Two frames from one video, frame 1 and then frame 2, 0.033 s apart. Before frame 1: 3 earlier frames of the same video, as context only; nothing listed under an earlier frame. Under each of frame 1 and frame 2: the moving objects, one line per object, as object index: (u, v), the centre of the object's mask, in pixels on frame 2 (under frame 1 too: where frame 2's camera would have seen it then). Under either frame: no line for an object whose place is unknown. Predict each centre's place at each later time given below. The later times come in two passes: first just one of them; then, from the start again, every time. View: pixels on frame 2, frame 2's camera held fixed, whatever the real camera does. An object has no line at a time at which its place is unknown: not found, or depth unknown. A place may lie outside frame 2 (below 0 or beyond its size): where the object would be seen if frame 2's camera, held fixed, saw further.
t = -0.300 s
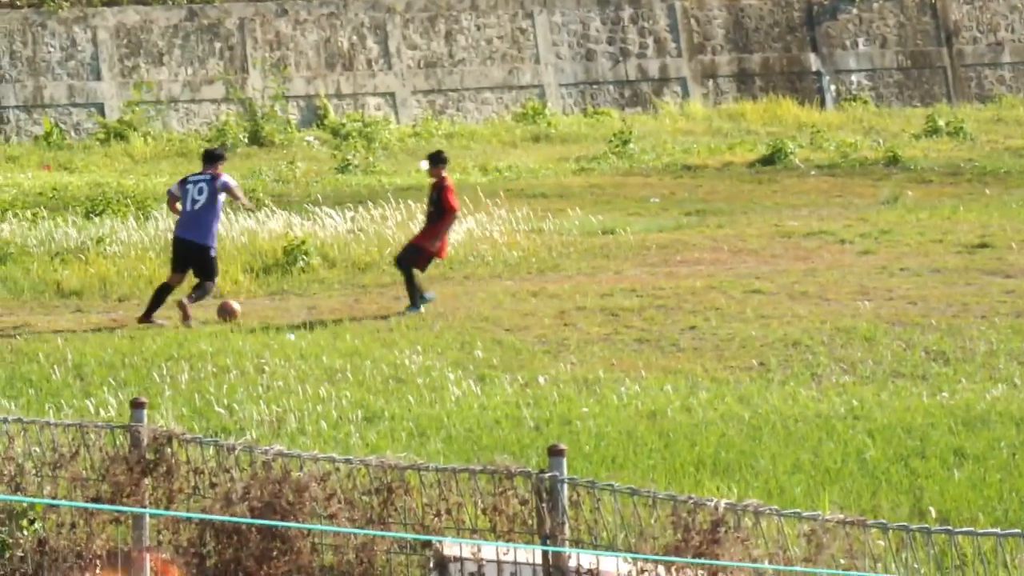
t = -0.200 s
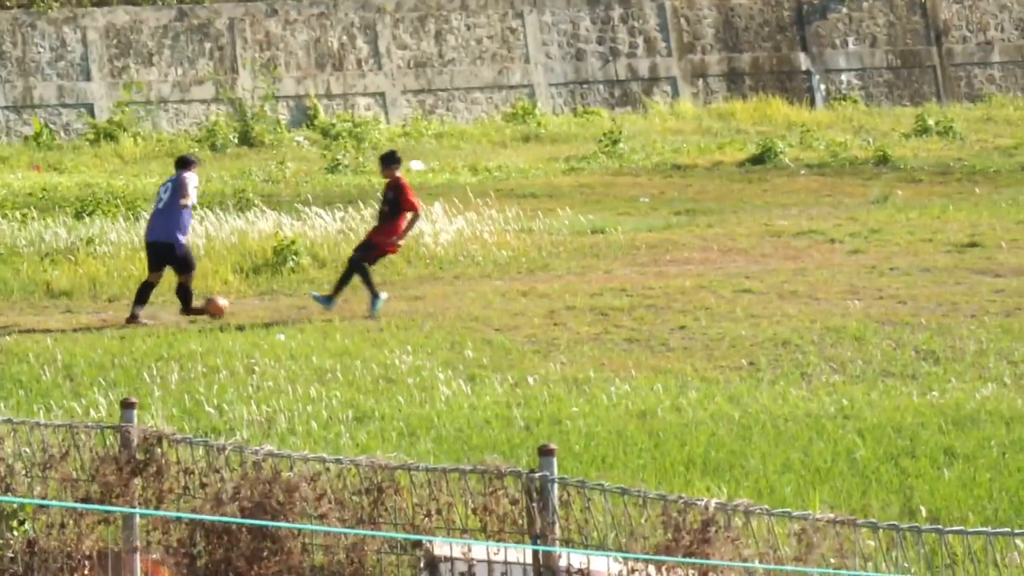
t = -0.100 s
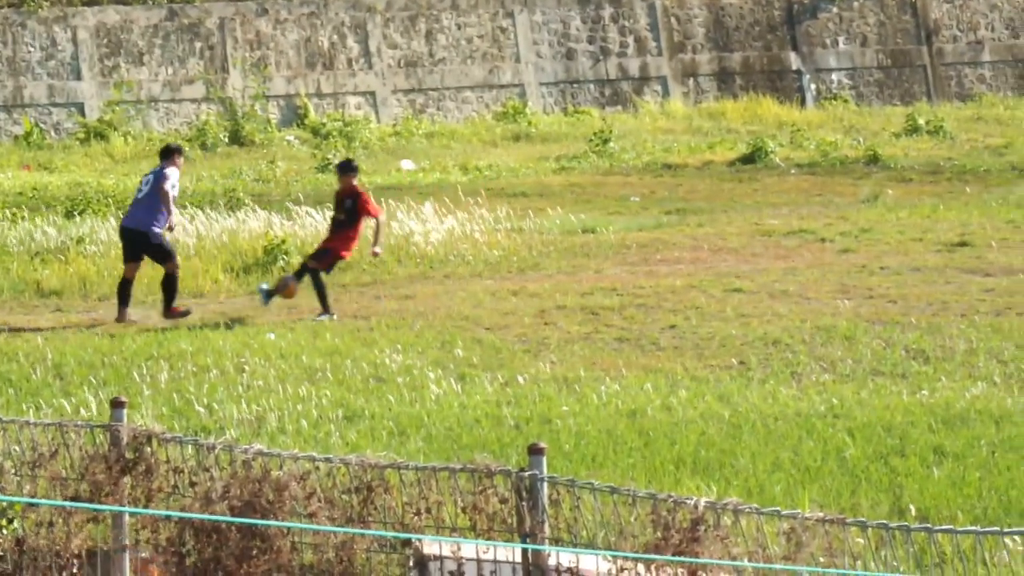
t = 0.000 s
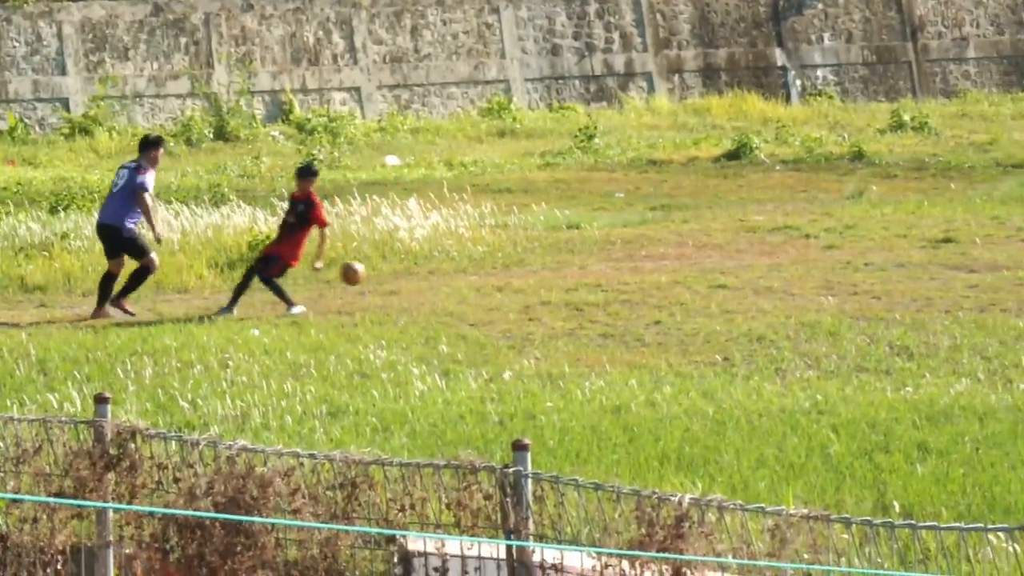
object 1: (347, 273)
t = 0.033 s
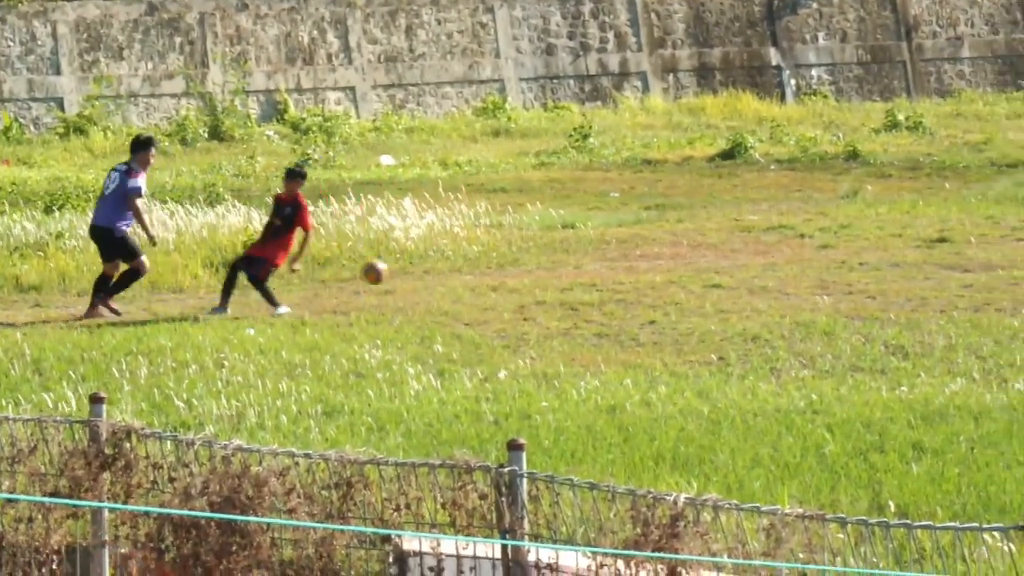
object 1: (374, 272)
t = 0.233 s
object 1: (536, 294)
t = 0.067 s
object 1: (402, 273)
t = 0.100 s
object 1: (429, 274)
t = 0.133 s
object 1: (455, 277)
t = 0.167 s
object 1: (482, 281)
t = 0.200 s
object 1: (509, 287)
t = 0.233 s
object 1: (536, 294)
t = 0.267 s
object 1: (562, 302)
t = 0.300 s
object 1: (587, 310)
